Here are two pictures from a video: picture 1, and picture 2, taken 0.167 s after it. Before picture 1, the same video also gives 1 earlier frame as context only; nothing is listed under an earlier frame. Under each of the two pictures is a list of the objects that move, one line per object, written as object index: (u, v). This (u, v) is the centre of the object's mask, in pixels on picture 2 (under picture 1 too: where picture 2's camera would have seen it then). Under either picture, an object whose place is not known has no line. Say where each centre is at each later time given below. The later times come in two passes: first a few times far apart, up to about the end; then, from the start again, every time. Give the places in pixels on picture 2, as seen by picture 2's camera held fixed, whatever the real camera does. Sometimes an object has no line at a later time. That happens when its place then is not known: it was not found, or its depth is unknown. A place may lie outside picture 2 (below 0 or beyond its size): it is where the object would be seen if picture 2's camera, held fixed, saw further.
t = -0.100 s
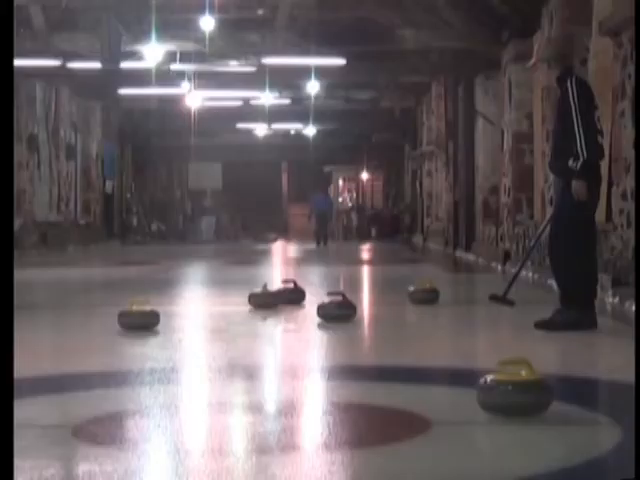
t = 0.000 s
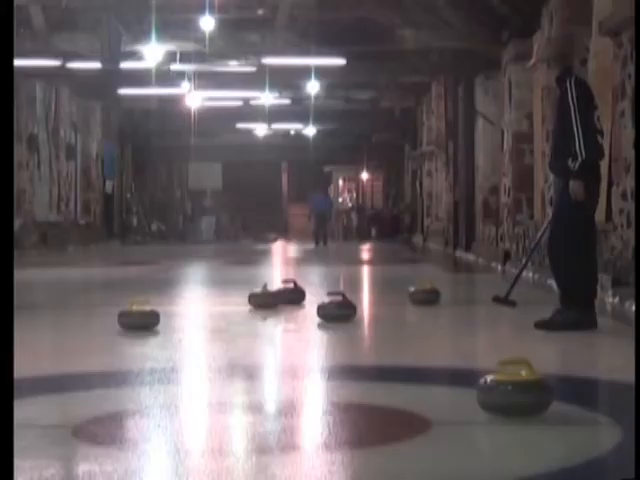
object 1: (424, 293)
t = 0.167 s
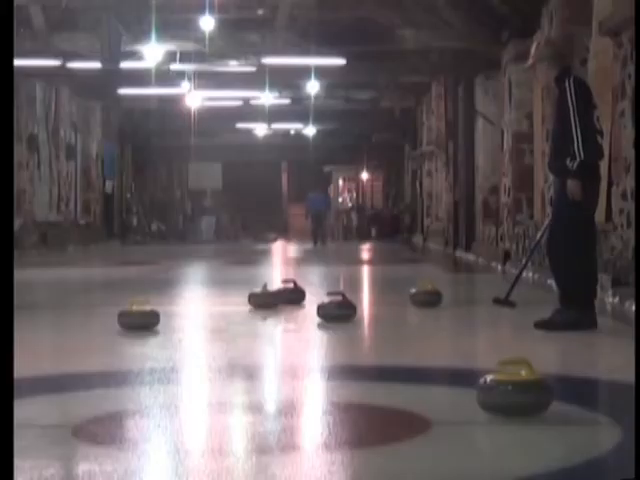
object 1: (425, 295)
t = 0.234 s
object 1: (426, 295)
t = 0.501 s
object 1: (428, 297)
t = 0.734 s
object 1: (430, 299)
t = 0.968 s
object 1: (432, 302)
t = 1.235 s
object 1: (435, 304)
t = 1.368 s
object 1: (436, 306)
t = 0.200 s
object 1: (426, 295)
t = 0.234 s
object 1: (426, 295)
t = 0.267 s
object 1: (426, 295)
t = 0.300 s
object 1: (426, 296)
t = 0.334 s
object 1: (427, 296)
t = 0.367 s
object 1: (427, 296)
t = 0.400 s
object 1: (427, 296)
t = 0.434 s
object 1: (427, 297)
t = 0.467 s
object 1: (428, 297)
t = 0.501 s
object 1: (428, 297)
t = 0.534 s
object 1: (428, 297)
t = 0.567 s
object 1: (429, 298)
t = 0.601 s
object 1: (429, 298)
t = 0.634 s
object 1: (429, 298)
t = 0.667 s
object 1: (430, 299)
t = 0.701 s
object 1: (430, 299)
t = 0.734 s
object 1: (430, 299)
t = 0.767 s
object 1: (430, 300)
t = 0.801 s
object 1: (431, 300)
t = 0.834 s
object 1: (431, 301)
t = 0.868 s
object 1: (431, 301)
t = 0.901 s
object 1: (432, 301)
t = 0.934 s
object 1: (432, 302)
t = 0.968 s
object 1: (432, 302)
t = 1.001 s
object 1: (433, 303)
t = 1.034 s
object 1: (433, 303)
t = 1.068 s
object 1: (433, 303)
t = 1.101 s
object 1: (433, 303)
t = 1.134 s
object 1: (433, 303)
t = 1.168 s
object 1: (434, 304)
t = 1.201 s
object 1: (434, 304)
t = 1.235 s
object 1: (435, 304)
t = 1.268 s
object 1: (435, 305)
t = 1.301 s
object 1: (436, 305)
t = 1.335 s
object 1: (436, 306)
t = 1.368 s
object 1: (436, 306)
